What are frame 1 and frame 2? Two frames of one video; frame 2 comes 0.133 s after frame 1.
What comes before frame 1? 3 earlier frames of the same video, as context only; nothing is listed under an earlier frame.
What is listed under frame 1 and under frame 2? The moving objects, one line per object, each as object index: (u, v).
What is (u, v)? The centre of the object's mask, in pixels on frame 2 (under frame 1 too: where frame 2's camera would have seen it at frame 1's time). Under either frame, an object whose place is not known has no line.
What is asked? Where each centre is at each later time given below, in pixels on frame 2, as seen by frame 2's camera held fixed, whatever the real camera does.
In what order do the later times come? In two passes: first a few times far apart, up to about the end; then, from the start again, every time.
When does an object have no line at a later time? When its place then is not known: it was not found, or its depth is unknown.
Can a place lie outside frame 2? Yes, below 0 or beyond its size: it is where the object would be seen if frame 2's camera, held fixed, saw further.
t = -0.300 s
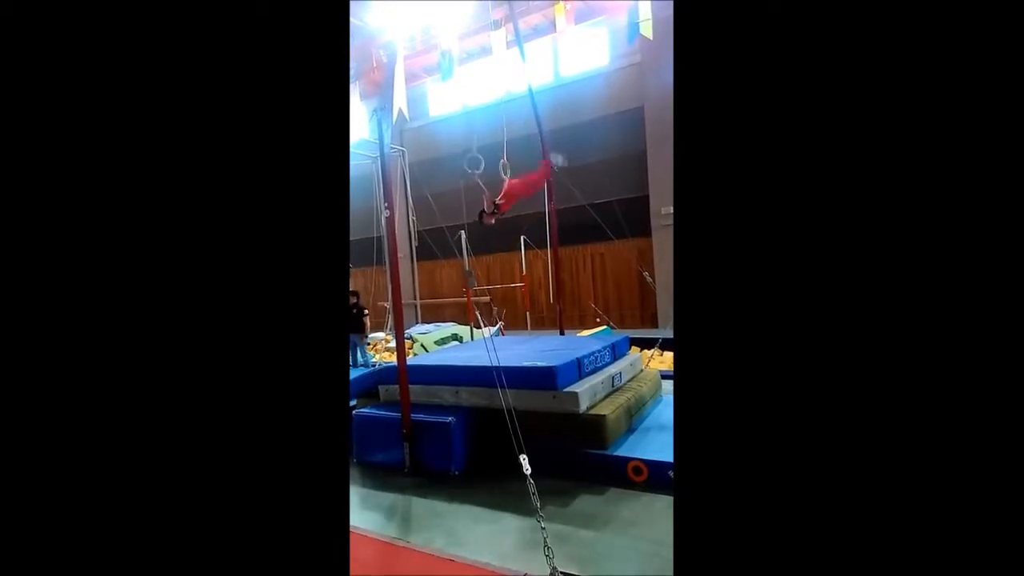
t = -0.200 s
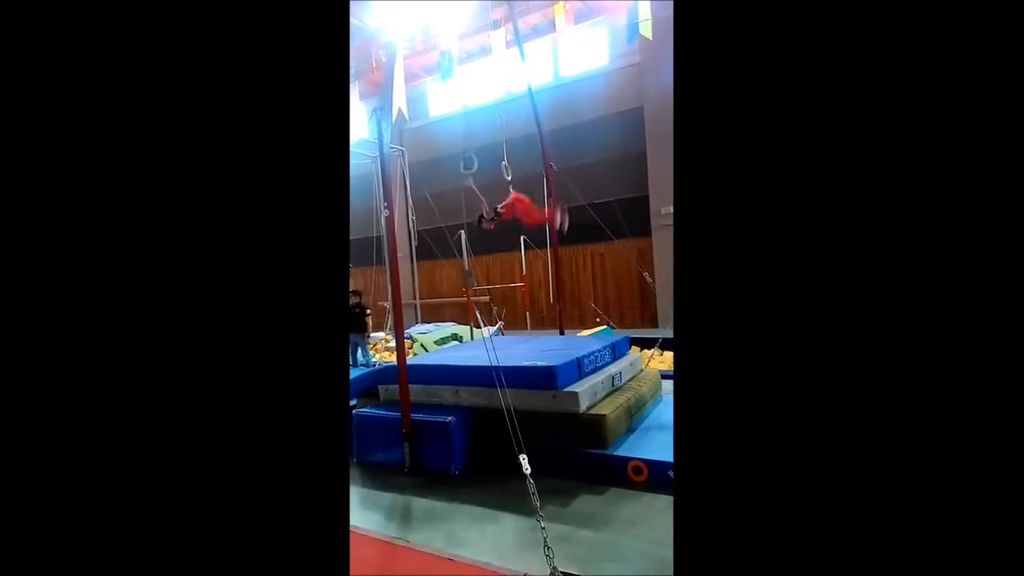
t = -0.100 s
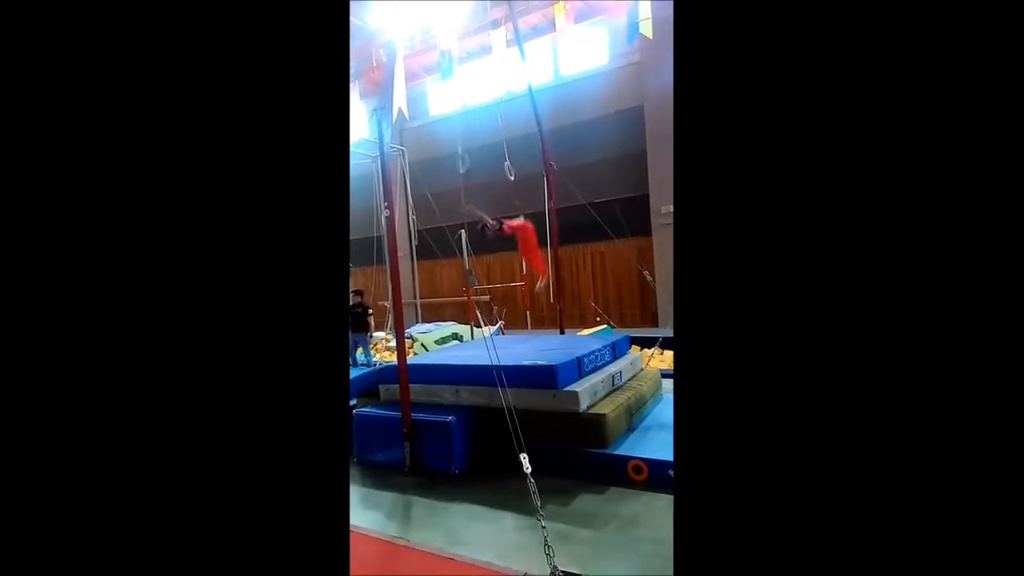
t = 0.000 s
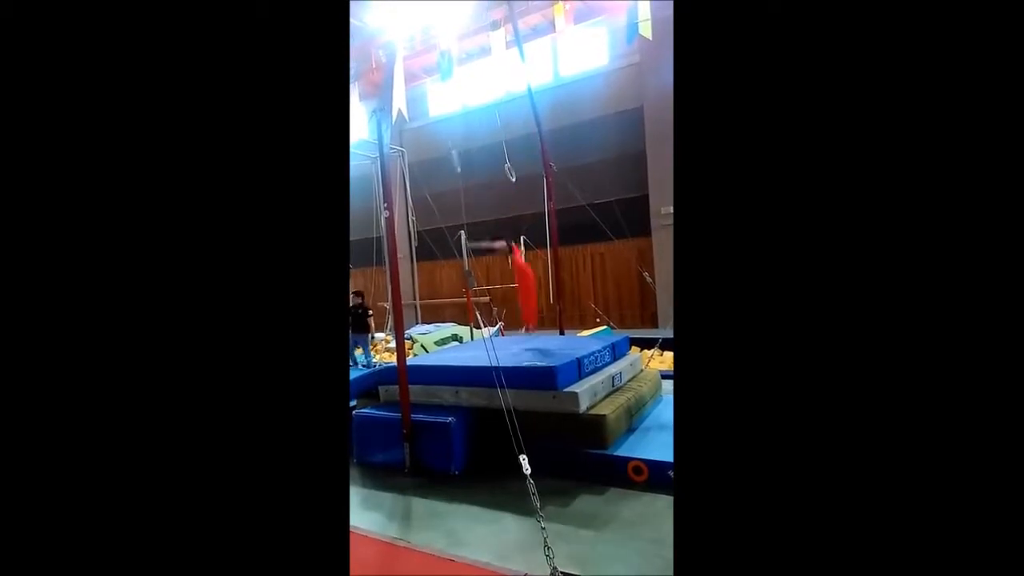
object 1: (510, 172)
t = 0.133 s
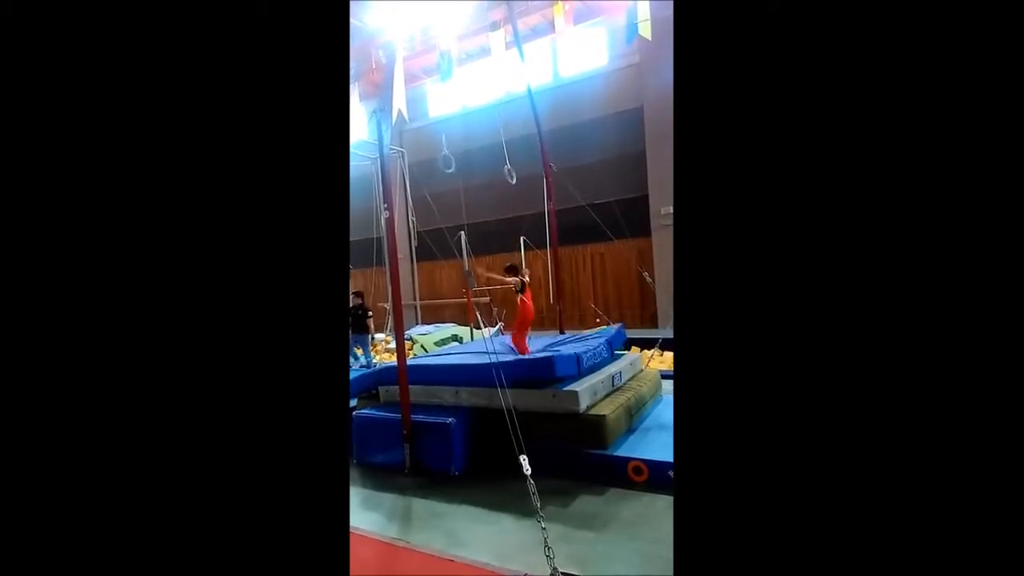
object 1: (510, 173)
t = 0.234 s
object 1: (509, 175)
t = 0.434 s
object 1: (504, 175)
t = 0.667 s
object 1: (502, 176)
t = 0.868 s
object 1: (500, 176)
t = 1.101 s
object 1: (494, 176)
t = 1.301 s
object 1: (487, 174)
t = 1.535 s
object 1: (487, 171)
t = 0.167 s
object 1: (510, 174)
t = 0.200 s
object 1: (509, 175)
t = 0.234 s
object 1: (509, 175)
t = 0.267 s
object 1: (508, 175)
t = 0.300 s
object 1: (508, 175)
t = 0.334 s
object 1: (507, 174)
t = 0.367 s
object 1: (506, 175)
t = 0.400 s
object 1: (505, 175)
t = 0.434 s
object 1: (504, 175)
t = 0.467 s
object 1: (504, 175)
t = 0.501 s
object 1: (504, 175)
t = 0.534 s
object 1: (503, 175)
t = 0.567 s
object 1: (503, 176)
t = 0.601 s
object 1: (503, 176)
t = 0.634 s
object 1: (502, 176)
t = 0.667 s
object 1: (502, 176)
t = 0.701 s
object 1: (502, 176)
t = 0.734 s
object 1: (502, 177)
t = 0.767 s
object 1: (501, 176)
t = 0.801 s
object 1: (501, 177)
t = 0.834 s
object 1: (500, 176)
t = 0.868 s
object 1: (500, 176)
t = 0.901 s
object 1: (499, 176)
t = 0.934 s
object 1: (498, 176)
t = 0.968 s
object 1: (498, 176)
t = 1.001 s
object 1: (497, 176)
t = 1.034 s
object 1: (496, 176)
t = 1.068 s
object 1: (495, 176)
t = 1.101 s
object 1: (494, 176)
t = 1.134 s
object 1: (493, 177)
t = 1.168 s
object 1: (492, 176)
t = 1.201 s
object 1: (490, 176)
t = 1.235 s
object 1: (489, 175)
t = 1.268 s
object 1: (487, 174)
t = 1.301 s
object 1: (487, 174)
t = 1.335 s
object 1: (486, 173)
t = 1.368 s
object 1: (486, 173)
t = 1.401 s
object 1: (486, 172)
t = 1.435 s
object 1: (486, 172)
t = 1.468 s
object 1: (486, 172)
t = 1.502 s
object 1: (487, 172)
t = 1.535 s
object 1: (487, 171)
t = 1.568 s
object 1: (488, 172)
